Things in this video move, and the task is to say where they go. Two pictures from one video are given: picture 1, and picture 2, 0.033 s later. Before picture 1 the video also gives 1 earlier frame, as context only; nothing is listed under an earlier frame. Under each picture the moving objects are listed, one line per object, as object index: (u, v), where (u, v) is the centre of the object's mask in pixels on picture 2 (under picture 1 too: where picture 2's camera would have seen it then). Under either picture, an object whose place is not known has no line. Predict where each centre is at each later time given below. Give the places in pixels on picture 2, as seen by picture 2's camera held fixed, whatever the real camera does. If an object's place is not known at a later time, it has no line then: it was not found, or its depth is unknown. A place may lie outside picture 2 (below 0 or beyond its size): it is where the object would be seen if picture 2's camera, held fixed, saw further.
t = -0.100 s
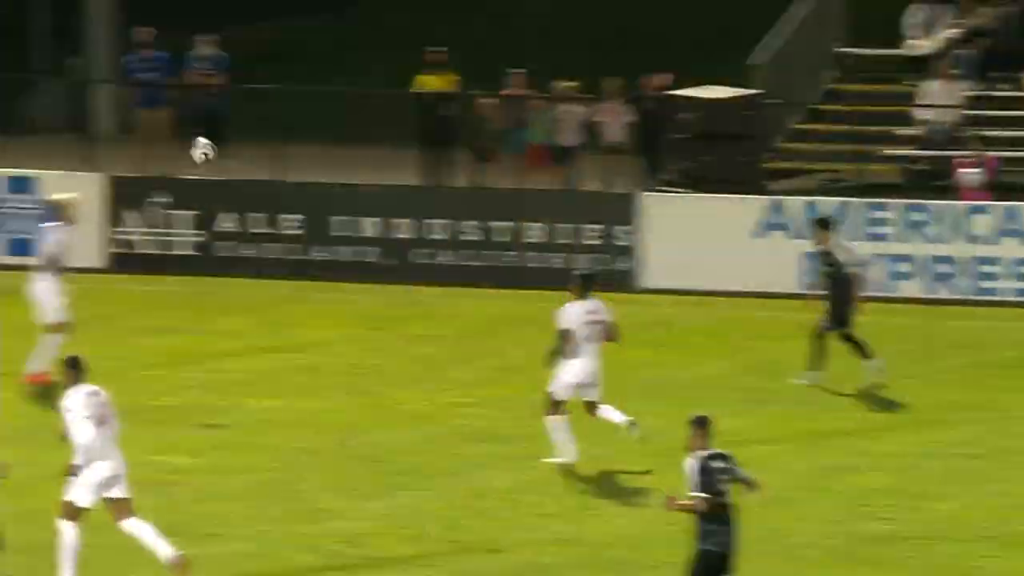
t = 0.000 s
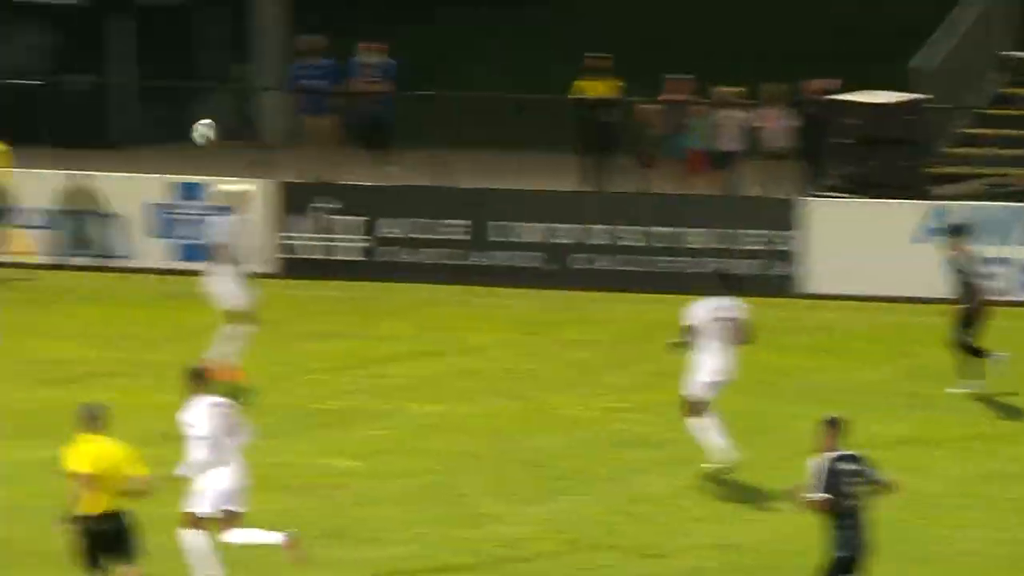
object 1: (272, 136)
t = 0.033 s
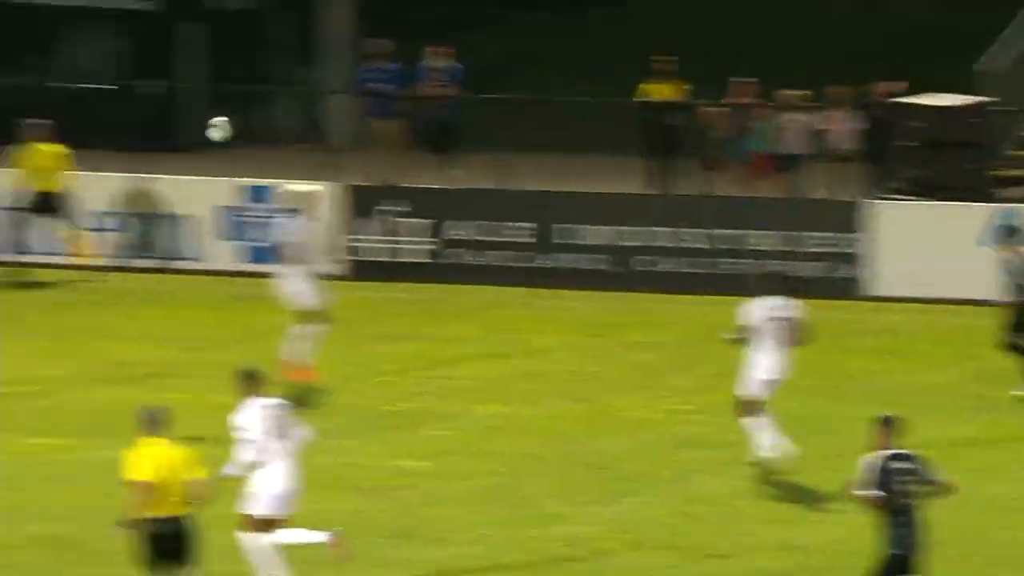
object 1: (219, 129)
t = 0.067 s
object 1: (165, 124)
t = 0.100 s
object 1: (111, 120)
